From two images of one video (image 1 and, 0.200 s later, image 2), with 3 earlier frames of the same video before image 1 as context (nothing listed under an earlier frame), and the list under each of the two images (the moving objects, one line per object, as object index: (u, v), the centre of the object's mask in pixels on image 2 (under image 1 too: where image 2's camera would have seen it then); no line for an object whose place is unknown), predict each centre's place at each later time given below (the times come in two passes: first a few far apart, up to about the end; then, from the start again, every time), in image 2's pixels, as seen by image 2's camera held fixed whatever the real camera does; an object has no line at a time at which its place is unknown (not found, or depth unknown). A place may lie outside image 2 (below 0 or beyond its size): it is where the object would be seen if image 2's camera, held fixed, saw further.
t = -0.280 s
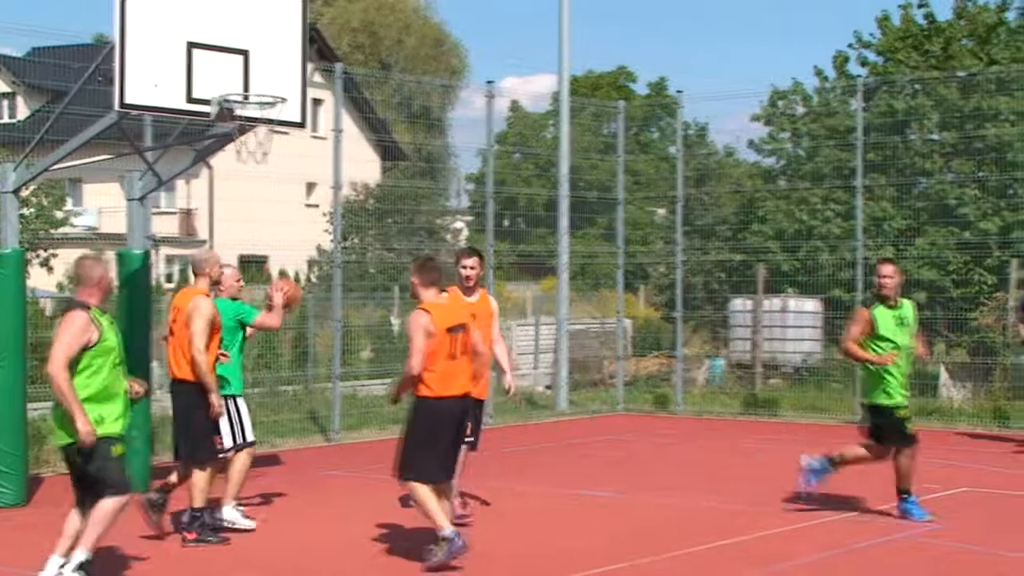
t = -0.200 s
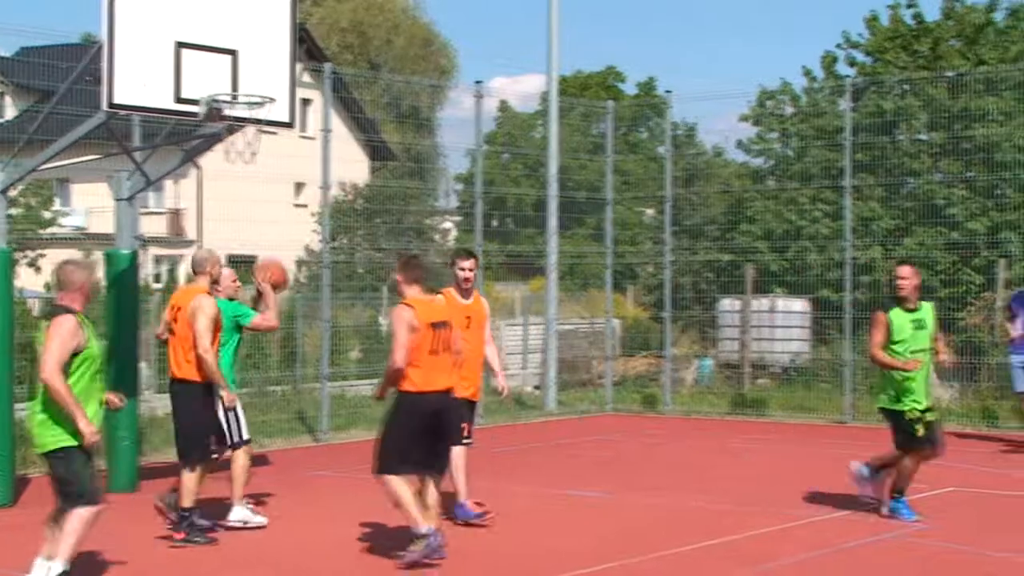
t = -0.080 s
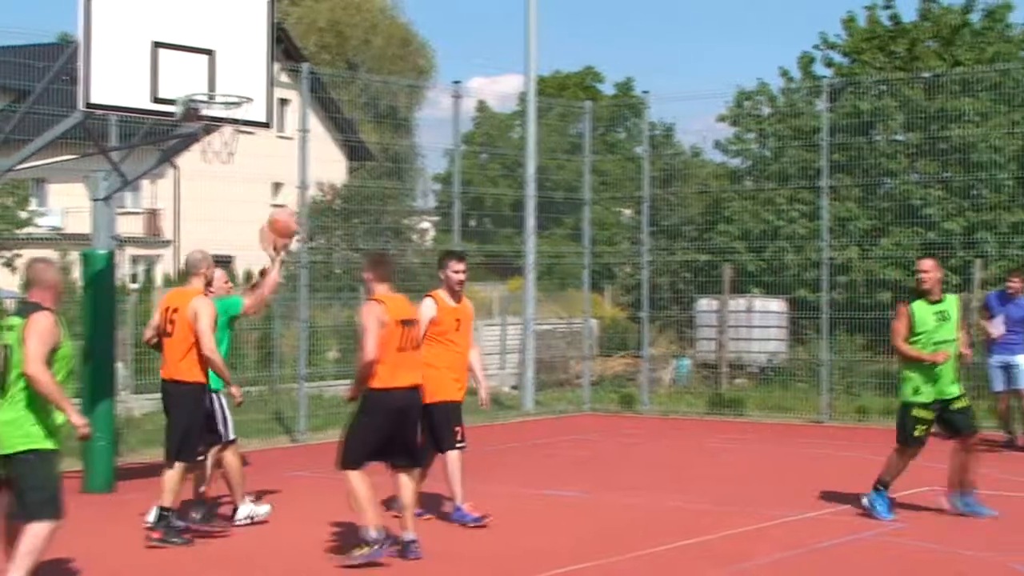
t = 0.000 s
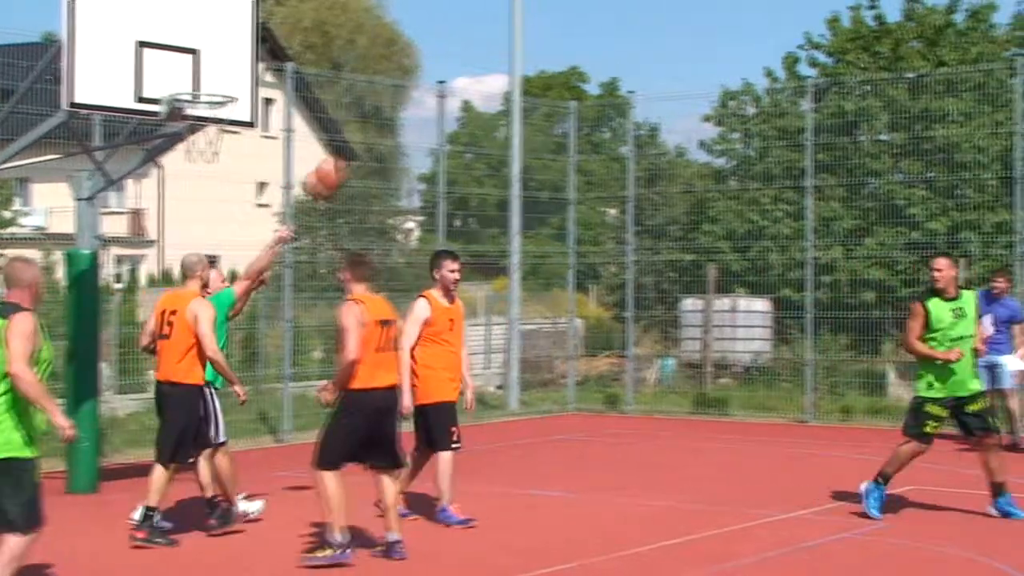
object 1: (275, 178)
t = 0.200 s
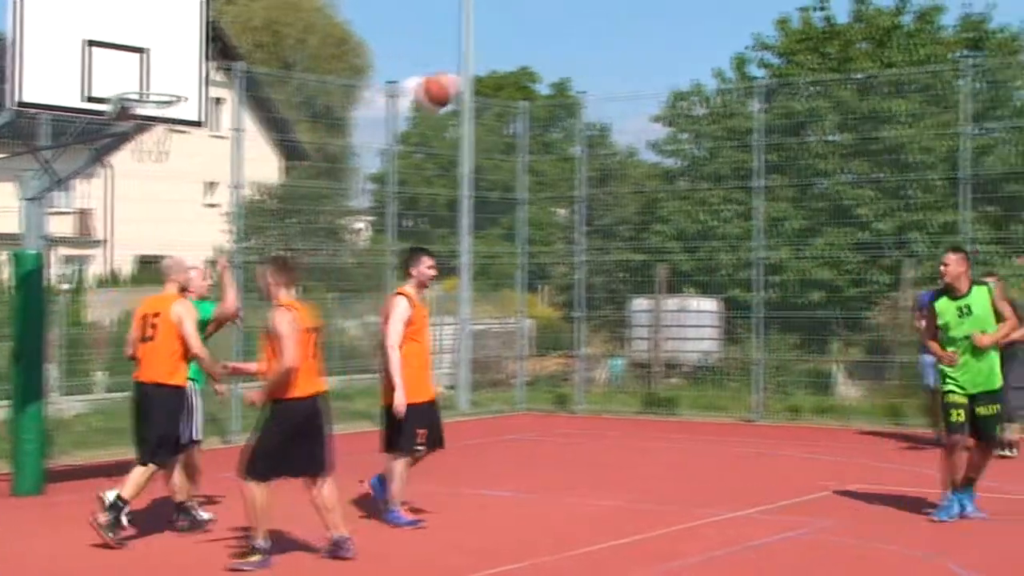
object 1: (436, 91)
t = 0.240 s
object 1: (468, 81)
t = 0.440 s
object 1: (630, 61)
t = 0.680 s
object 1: (829, 111)
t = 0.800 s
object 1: (931, 170)
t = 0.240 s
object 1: (468, 81)
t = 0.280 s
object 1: (502, 71)
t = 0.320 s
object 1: (534, 66)
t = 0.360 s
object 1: (565, 62)
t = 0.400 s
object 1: (598, 60)
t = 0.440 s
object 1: (630, 61)
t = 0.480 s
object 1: (663, 63)
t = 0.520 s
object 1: (696, 68)
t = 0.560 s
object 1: (728, 75)
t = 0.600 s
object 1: (763, 84)
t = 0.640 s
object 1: (797, 95)
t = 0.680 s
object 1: (829, 111)
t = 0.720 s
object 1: (860, 127)
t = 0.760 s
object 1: (897, 147)
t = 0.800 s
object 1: (931, 170)
